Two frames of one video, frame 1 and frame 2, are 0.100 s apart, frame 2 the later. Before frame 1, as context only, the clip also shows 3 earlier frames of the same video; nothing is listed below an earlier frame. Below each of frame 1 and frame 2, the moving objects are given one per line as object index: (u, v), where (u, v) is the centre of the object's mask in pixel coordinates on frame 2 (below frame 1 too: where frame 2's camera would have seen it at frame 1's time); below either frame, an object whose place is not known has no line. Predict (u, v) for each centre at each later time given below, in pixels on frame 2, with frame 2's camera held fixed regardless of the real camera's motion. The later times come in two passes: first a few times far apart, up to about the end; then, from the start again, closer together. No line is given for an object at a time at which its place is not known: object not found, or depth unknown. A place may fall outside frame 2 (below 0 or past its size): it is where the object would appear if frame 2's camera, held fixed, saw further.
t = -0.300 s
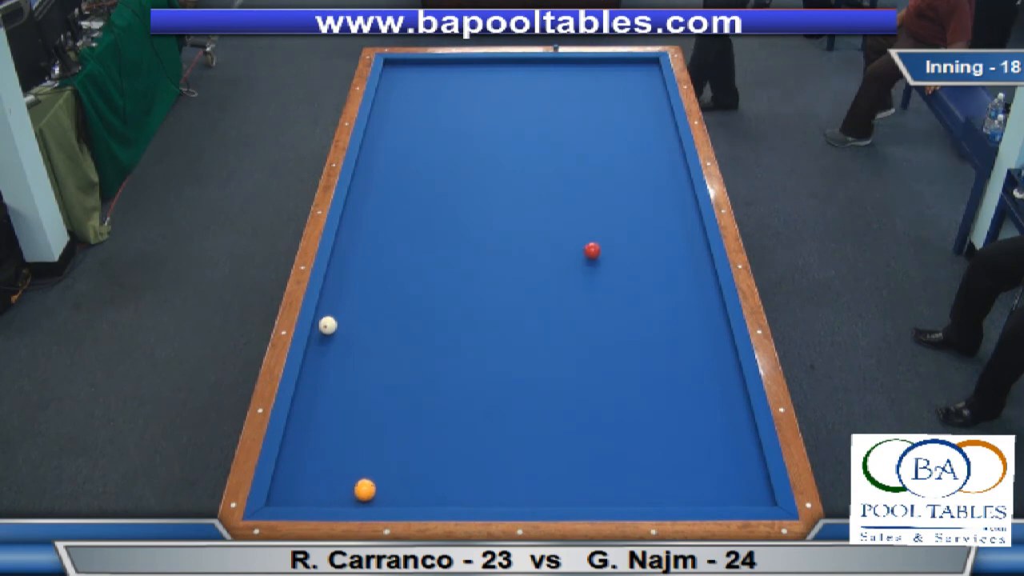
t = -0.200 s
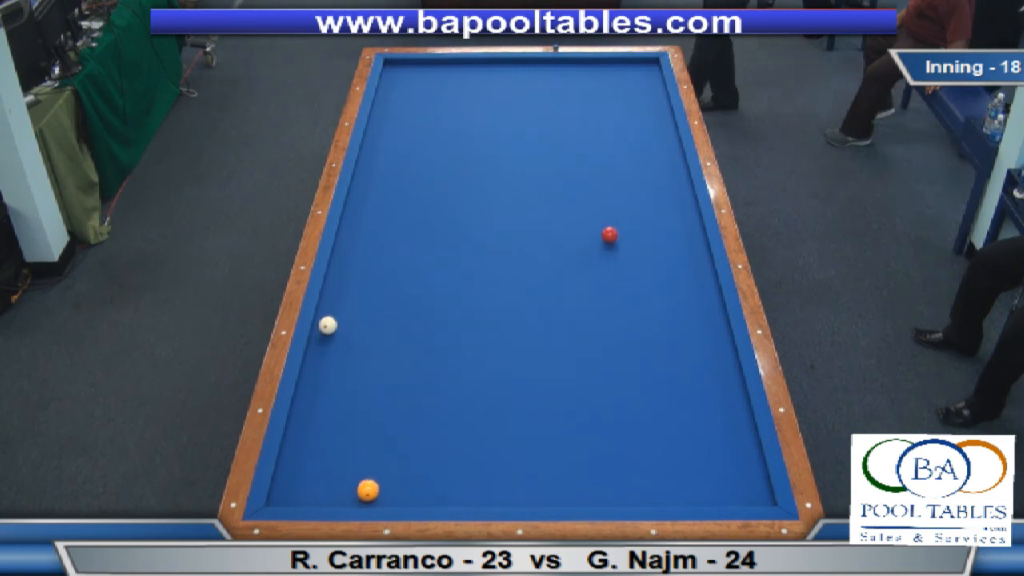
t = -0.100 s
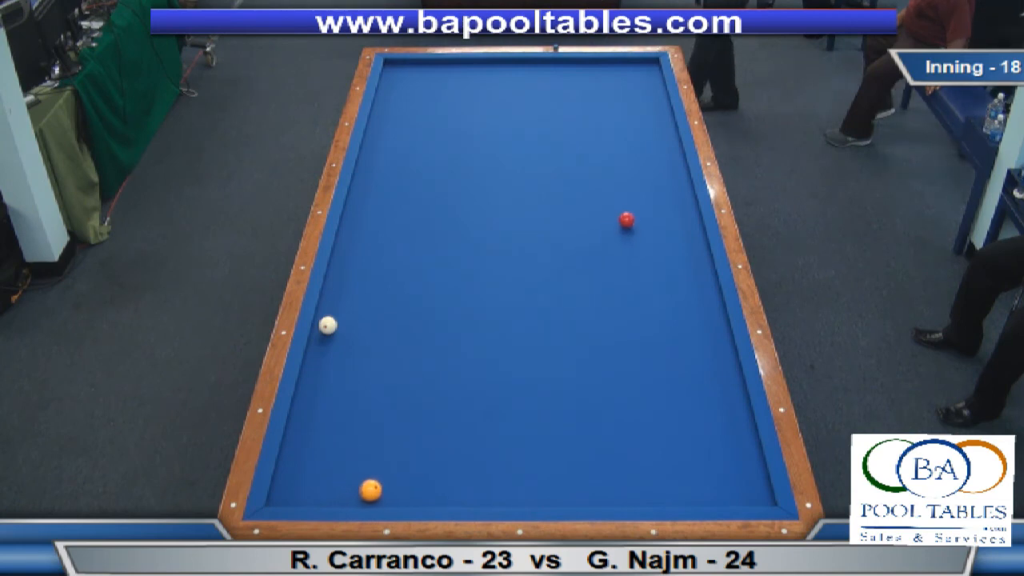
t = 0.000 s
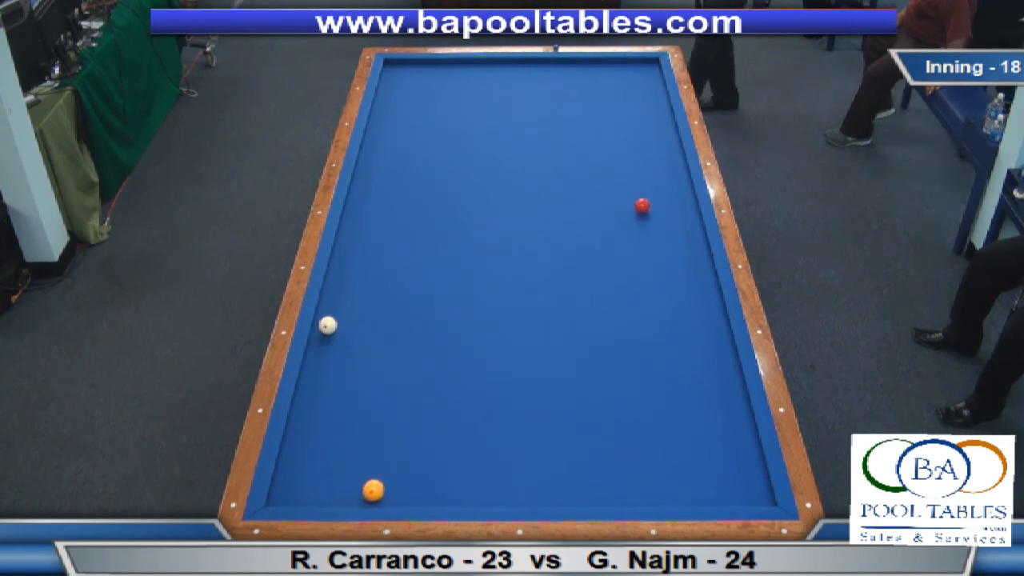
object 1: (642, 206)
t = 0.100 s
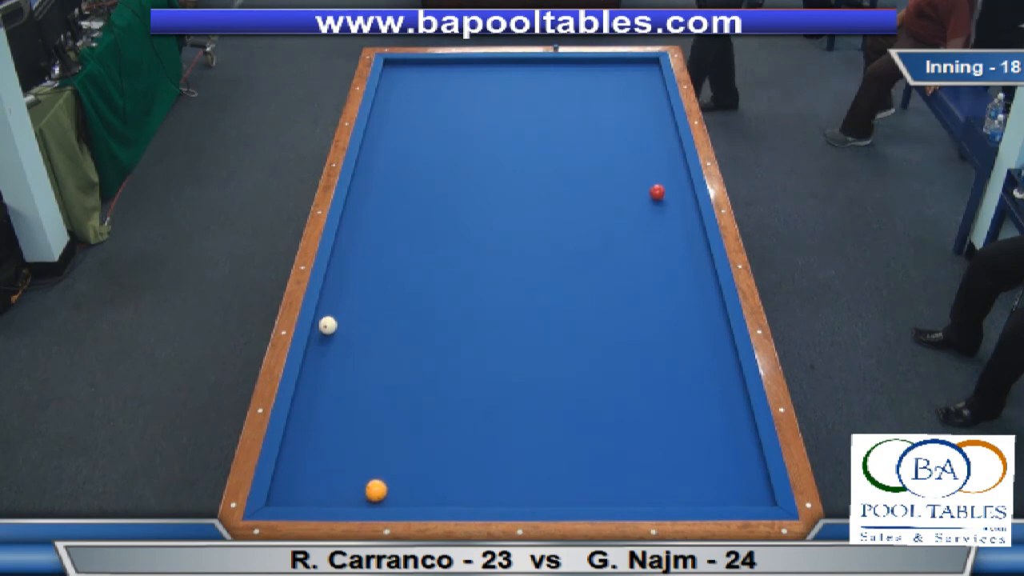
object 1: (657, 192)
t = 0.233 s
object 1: (676, 175)
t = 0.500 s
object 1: (656, 153)
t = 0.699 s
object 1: (633, 135)
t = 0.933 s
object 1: (611, 119)
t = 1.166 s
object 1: (591, 104)
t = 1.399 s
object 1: (572, 91)
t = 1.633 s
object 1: (555, 78)
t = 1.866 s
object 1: (538, 66)
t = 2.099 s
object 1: (521, 66)
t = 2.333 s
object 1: (507, 74)
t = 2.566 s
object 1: (492, 80)
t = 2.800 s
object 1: (478, 87)
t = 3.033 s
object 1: (464, 94)
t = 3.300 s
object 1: (447, 102)
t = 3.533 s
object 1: (433, 109)
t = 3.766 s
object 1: (419, 116)
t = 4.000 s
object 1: (405, 123)
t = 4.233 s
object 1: (391, 130)
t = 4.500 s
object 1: (376, 138)
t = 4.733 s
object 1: (369, 144)
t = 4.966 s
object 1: (375, 149)
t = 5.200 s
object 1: (380, 154)
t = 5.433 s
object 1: (385, 158)
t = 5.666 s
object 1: (389, 162)
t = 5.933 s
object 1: (395, 167)
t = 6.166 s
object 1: (399, 171)
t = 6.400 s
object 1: (403, 174)
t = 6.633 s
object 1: (406, 178)
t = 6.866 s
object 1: (410, 181)
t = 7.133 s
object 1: (414, 184)
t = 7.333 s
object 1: (416, 187)
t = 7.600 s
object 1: (419, 189)
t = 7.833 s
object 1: (422, 191)
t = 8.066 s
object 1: (424, 193)
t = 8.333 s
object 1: (426, 195)
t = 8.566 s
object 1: (427, 196)
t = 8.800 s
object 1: (429, 197)
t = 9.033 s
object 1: (430, 198)
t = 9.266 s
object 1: (430, 198)
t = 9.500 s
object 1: (430, 198)
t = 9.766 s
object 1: (431, 198)
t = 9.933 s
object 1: (431, 198)
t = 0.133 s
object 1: (662, 188)
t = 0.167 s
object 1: (667, 184)
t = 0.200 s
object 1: (671, 179)
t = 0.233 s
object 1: (676, 175)
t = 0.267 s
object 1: (679, 168)
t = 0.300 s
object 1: (674, 165)
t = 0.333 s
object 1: (670, 163)
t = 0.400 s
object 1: (663, 157)
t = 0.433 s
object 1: (659, 155)
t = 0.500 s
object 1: (656, 153)
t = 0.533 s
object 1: (649, 147)
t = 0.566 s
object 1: (646, 145)
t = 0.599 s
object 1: (639, 140)
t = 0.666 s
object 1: (636, 137)
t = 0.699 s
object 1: (633, 135)
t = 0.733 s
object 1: (629, 133)
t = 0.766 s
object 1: (626, 130)
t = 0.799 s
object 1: (623, 128)
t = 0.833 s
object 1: (620, 125)
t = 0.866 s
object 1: (617, 123)
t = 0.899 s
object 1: (614, 121)
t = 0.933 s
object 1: (611, 119)
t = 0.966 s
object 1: (608, 117)
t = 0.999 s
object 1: (605, 115)
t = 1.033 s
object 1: (602, 112)
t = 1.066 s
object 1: (599, 111)
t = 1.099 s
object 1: (597, 109)
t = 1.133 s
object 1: (594, 106)
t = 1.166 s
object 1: (591, 104)
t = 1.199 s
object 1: (588, 102)
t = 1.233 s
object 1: (585, 100)
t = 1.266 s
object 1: (582, 98)
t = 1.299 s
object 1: (580, 97)
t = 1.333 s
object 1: (577, 94)
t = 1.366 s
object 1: (575, 93)
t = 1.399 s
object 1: (572, 91)
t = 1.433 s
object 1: (570, 89)
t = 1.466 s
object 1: (567, 87)
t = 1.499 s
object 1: (565, 85)
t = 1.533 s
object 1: (562, 83)
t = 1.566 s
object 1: (560, 81)
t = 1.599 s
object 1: (557, 79)
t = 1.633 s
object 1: (555, 78)
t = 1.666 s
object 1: (552, 76)
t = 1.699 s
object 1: (550, 74)
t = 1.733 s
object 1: (548, 73)
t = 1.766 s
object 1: (545, 71)
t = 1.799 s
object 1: (543, 69)
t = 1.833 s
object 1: (541, 67)
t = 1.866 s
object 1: (538, 66)
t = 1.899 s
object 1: (536, 64)
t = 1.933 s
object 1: (534, 62)
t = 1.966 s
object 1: (531, 61)
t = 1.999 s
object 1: (530, 62)
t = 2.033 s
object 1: (528, 63)
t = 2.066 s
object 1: (525, 64)
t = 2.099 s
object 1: (521, 66)
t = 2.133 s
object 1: (519, 67)
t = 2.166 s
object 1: (515, 69)
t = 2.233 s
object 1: (513, 71)
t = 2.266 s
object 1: (511, 71)
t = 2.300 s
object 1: (509, 72)
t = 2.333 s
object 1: (507, 74)
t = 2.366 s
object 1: (505, 74)
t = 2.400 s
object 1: (503, 75)
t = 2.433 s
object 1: (501, 76)
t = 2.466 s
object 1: (499, 78)
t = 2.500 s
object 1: (497, 79)
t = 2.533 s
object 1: (495, 80)
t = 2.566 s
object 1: (492, 80)
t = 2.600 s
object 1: (490, 81)
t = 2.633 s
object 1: (488, 82)
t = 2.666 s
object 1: (487, 83)
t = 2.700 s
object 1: (484, 85)
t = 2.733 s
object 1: (482, 86)
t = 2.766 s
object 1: (480, 86)
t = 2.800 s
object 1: (478, 87)
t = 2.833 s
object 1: (476, 89)
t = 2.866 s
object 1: (474, 90)
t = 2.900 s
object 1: (472, 90)
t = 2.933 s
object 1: (470, 91)
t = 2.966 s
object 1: (468, 92)
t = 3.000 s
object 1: (466, 93)
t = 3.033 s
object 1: (464, 94)
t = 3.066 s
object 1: (462, 95)
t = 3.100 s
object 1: (460, 96)
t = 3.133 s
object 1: (458, 98)
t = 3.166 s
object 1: (455, 98)
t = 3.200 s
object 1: (453, 99)
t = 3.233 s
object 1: (451, 100)
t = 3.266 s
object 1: (449, 101)
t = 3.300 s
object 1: (447, 102)
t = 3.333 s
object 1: (445, 104)
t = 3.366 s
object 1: (443, 105)
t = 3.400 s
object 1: (441, 105)
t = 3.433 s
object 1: (439, 106)
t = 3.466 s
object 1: (437, 107)
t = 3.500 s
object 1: (435, 108)
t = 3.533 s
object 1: (433, 109)
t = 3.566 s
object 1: (431, 110)
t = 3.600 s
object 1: (429, 111)
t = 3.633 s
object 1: (427, 112)
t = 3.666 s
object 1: (425, 113)
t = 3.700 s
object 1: (423, 114)
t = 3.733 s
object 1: (421, 115)
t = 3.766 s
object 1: (419, 116)
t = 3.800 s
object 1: (415, 118)
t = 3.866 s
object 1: (411, 120)
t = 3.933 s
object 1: (409, 121)
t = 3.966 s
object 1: (407, 122)
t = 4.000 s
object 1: (405, 123)
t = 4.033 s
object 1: (403, 124)
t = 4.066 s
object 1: (401, 125)
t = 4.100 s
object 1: (399, 126)
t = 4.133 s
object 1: (397, 127)
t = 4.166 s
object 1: (395, 128)
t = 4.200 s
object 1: (393, 129)
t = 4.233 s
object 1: (391, 130)
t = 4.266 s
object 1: (389, 131)
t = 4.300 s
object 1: (387, 132)
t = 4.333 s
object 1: (385, 133)
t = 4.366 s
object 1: (383, 134)
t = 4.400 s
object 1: (381, 135)
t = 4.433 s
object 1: (379, 136)
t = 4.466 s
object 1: (377, 137)
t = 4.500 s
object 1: (376, 138)
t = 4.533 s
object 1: (374, 139)
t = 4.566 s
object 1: (372, 140)
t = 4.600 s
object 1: (370, 141)
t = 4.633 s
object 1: (368, 142)
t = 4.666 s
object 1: (368, 142)
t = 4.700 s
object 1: (369, 143)
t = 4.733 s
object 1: (369, 144)
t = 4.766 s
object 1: (370, 145)
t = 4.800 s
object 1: (371, 145)
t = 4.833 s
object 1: (372, 146)
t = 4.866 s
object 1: (372, 147)
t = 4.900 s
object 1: (373, 147)
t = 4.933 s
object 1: (374, 148)
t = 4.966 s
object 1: (375, 149)
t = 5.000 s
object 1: (376, 149)
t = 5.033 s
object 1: (376, 150)
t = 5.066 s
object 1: (377, 151)
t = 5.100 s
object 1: (378, 151)
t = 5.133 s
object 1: (379, 152)
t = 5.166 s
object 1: (379, 153)
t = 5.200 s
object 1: (380, 154)
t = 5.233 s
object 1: (381, 154)
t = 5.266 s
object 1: (381, 155)
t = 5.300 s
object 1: (382, 155)
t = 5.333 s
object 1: (383, 156)
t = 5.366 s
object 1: (383, 157)
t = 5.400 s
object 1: (384, 158)
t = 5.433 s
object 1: (385, 158)
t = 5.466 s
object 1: (385, 159)
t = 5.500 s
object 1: (386, 159)
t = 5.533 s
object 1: (387, 160)
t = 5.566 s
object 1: (388, 160)
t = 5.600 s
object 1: (388, 161)
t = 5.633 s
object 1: (389, 162)
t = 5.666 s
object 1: (389, 162)
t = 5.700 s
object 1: (390, 163)
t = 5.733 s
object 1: (391, 163)
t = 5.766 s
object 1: (391, 164)
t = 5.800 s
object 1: (392, 165)
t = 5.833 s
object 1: (392, 165)
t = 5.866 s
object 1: (393, 166)
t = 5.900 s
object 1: (394, 166)
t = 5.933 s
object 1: (395, 167)
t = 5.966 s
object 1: (395, 167)
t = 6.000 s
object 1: (396, 168)
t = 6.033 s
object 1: (396, 169)
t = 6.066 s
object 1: (397, 169)
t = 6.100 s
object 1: (398, 170)
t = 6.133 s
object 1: (399, 170)
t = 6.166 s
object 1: (399, 171)
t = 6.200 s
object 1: (399, 171)
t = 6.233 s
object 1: (400, 172)
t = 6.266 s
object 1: (400, 172)
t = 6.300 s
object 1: (401, 173)
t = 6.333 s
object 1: (402, 173)
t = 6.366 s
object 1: (402, 174)
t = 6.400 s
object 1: (403, 174)
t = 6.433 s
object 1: (403, 175)
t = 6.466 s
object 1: (404, 176)
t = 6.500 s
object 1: (404, 176)
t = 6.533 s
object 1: (405, 176)
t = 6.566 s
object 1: (405, 177)
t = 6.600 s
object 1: (406, 177)
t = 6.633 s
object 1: (406, 178)
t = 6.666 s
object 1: (407, 178)
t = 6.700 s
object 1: (407, 179)
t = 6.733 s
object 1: (408, 179)
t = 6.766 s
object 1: (408, 180)
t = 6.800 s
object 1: (409, 180)
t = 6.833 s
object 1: (409, 180)
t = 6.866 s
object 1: (410, 181)
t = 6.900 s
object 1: (410, 181)
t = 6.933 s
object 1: (411, 182)
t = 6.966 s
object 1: (411, 182)
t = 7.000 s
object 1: (412, 183)
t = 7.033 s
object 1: (412, 183)
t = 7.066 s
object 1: (413, 184)
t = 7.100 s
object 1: (413, 184)
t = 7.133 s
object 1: (414, 184)
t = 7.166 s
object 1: (414, 185)
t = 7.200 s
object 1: (414, 185)
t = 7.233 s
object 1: (415, 185)
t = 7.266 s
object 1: (415, 186)
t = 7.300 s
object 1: (416, 186)
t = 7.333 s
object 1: (416, 187)
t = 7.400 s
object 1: (417, 187)
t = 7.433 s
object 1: (417, 188)
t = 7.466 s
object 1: (418, 188)
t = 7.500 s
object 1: (418, 188)
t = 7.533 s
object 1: (419, 188)
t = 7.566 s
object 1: (419, 189)
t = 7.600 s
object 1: (419, 189)
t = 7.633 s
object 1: (419, 189)
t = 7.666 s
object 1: (420, 190)
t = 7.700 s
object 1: (420, 190)
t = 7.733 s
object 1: (420, 190)
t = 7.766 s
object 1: (421, 191)
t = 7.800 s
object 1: (421, 191)
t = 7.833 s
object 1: (422, 191)
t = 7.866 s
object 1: (422, 192)
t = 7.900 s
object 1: (422, 192)
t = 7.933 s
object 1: (423, 192)
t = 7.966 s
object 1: (423, 192)
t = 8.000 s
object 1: (423, 192)
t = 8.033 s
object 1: (423, 193)
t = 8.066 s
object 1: (424, 193)
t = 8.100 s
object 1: (424, 193)
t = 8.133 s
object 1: (424, 193)
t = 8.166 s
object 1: (425, 194)
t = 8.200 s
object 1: (425, 194)
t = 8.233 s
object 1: (425, 194)
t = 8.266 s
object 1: (426, 194)
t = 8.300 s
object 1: (426, 195)
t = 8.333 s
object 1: (426, 195)
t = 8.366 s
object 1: (426, 195)
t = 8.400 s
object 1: (426, 195)
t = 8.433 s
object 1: (427, 195)
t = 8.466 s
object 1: (427, 196)
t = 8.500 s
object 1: (427, 196)
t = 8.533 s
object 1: (427, 196)
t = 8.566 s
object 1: (427, 196)
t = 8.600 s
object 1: (428, 196)
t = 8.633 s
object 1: (428, 197)
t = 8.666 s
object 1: (428, 197)
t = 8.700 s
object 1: (428, 197)
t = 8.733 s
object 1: (428, 197)
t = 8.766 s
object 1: (429, 197)
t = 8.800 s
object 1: (429, 197)
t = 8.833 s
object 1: (429, 197)
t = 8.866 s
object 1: (429, 197)
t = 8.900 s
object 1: (429, 197)
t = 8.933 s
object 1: (429, 198)
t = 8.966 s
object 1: (430, 198)
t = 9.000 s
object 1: (430, 198)
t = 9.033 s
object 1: (430, 198)
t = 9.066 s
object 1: (430, 198)
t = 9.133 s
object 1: (430, 198)
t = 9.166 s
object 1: (430, 198)
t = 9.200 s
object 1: (430, 198)
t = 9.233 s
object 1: (430, 198)
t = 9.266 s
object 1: (430, 198)
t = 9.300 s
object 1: (430, 198)
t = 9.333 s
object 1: (430, 198)
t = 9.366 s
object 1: (430, 198)
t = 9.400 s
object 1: (430, 198)
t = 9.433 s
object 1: (430, 198)
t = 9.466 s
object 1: (430, 198)
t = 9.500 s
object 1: (430, 198)
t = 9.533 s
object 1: (430, 198)
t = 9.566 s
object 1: (430, 198)
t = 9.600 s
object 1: (430, 198)
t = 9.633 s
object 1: (430, 198)
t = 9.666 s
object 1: (430, 198)
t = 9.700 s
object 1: (430, 198)
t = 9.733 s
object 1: (430, 198)
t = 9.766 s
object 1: (431, 198)
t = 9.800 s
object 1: (431, 198)
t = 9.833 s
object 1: (431, 198)
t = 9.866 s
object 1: (431, 198)
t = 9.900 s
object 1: (431, 198)
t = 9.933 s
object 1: (431, 198)
